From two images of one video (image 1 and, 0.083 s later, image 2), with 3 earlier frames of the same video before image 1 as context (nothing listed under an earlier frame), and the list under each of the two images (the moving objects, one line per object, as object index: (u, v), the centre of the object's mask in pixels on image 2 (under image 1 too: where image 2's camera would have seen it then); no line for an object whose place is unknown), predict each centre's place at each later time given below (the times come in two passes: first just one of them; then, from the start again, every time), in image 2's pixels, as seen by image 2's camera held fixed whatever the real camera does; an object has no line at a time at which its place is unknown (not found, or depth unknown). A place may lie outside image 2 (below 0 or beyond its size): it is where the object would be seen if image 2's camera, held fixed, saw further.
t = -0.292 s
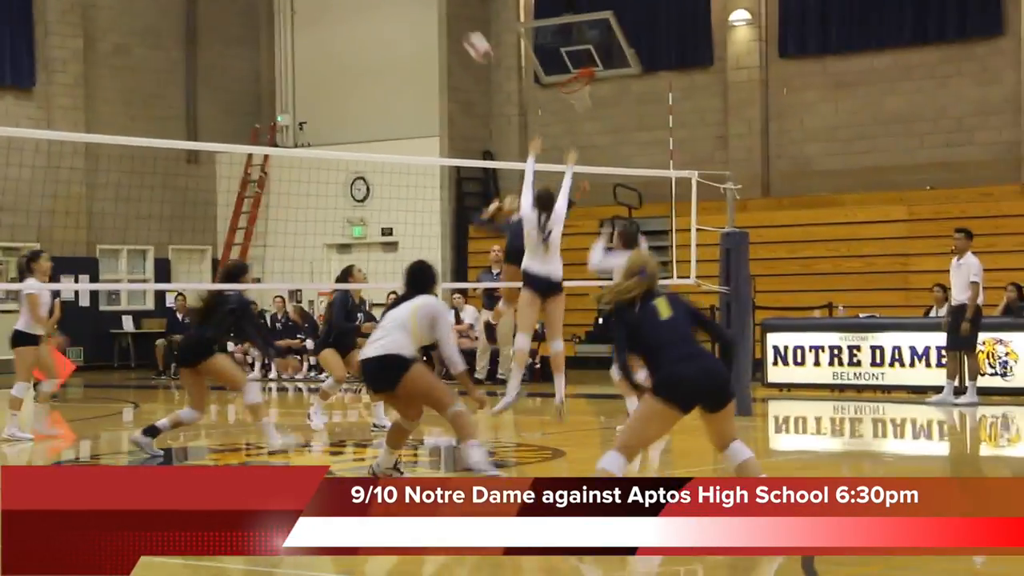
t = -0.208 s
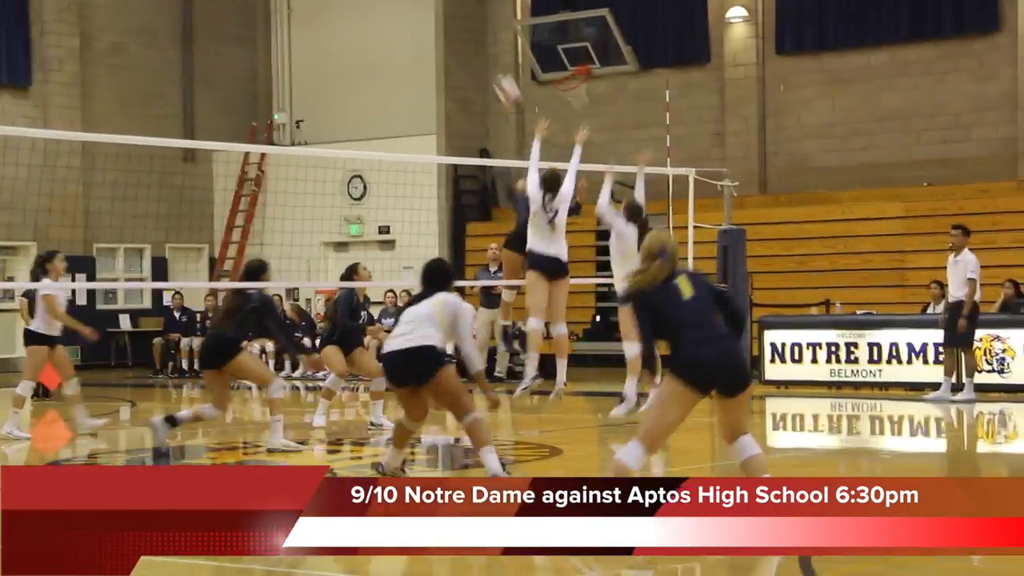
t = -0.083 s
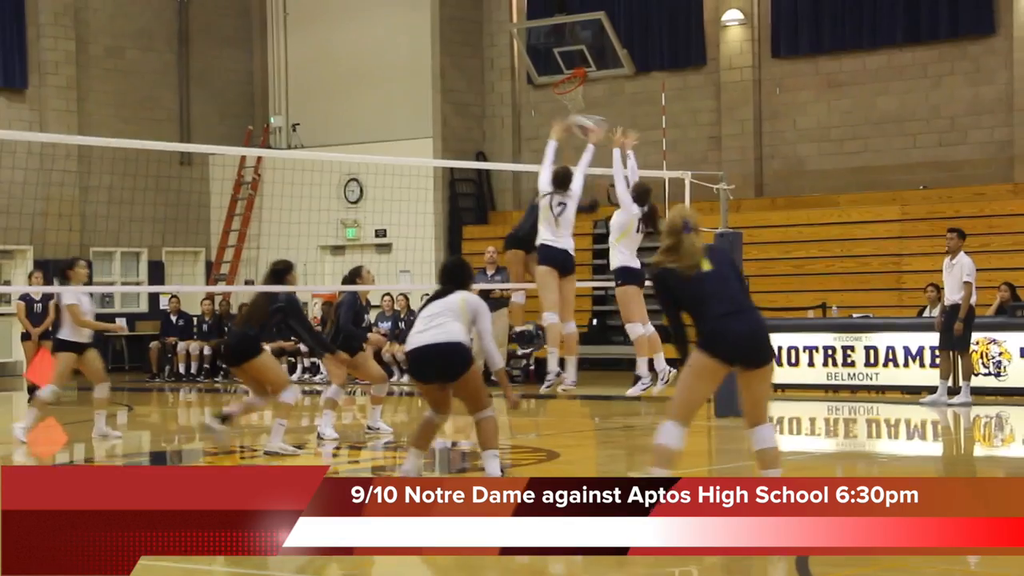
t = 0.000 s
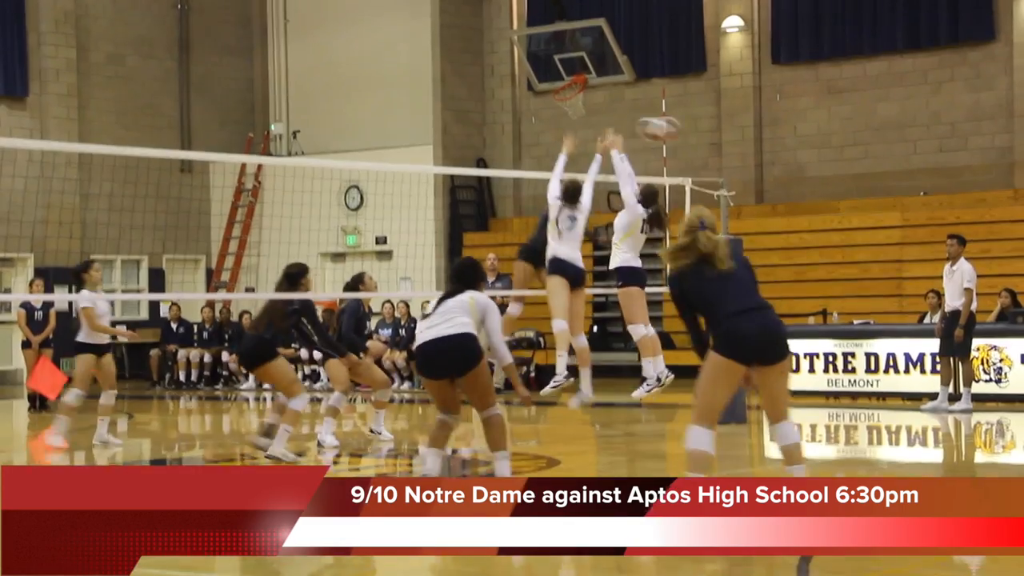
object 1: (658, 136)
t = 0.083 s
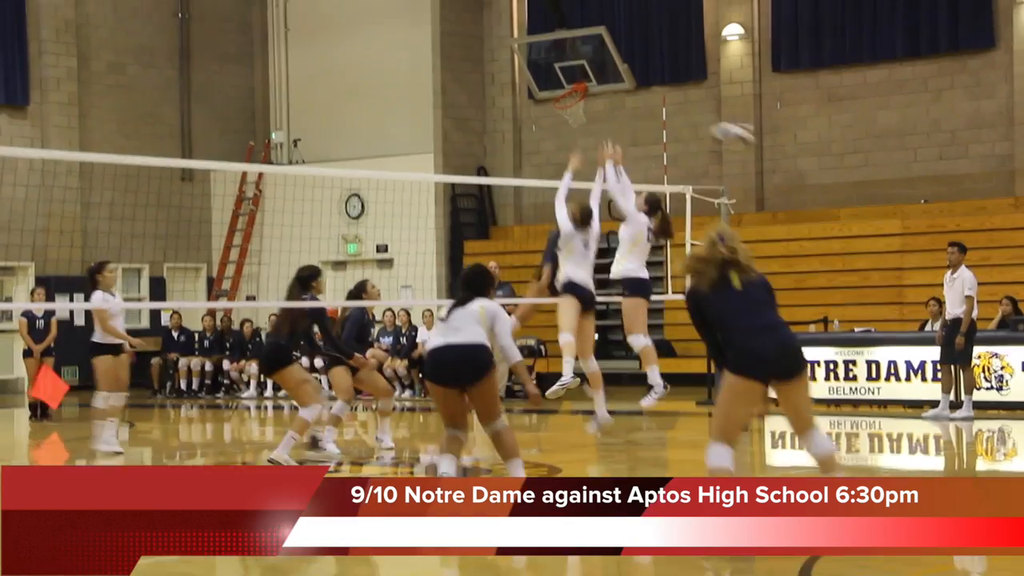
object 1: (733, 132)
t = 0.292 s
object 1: (941, 180)
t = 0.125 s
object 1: (771, 137)
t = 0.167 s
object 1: (811, 143)
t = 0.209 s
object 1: (853, 151)
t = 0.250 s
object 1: (895, 164)
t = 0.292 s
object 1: (941, 180)
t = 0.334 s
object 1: (987, 196)
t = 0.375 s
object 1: (1034, 218)
